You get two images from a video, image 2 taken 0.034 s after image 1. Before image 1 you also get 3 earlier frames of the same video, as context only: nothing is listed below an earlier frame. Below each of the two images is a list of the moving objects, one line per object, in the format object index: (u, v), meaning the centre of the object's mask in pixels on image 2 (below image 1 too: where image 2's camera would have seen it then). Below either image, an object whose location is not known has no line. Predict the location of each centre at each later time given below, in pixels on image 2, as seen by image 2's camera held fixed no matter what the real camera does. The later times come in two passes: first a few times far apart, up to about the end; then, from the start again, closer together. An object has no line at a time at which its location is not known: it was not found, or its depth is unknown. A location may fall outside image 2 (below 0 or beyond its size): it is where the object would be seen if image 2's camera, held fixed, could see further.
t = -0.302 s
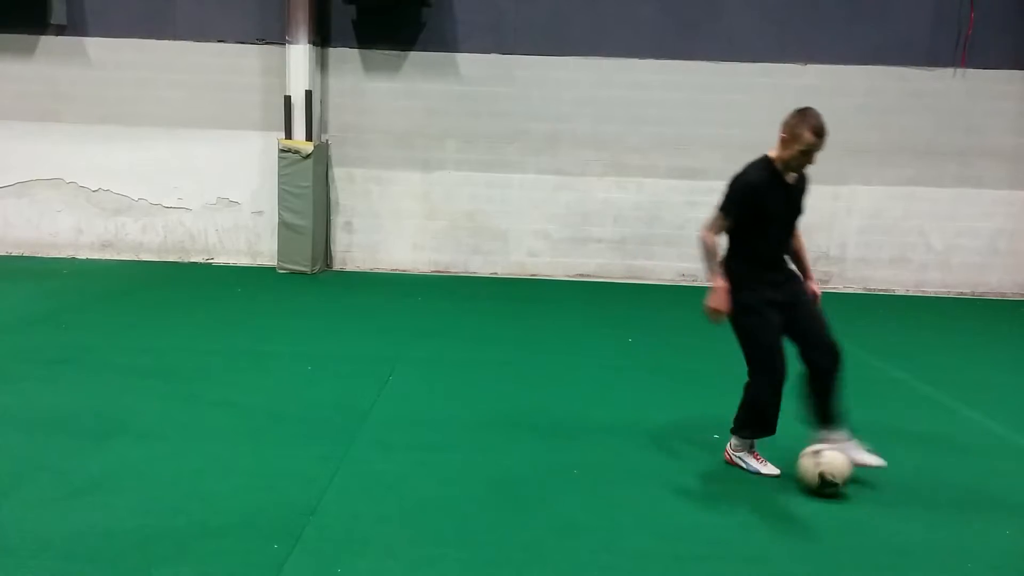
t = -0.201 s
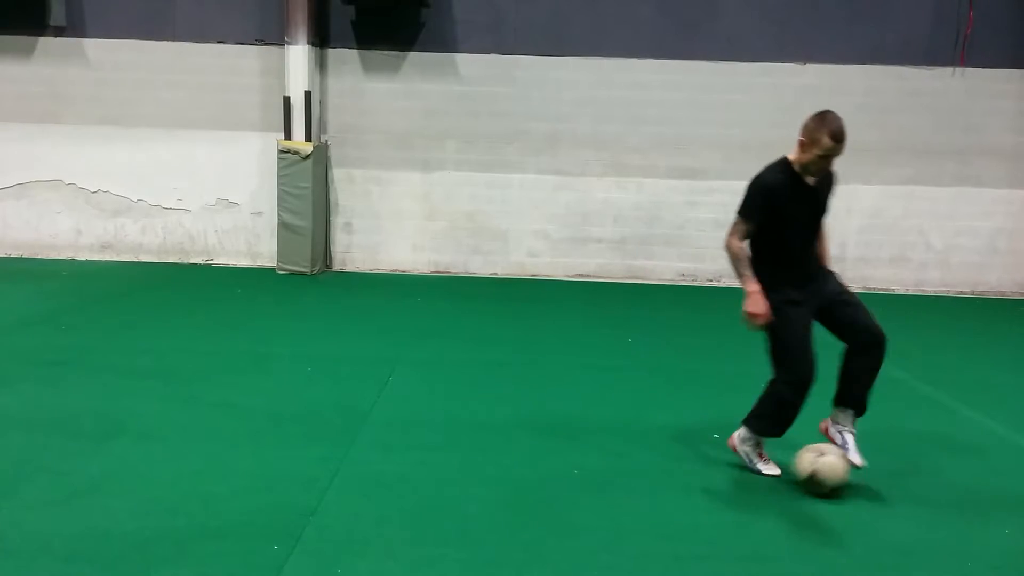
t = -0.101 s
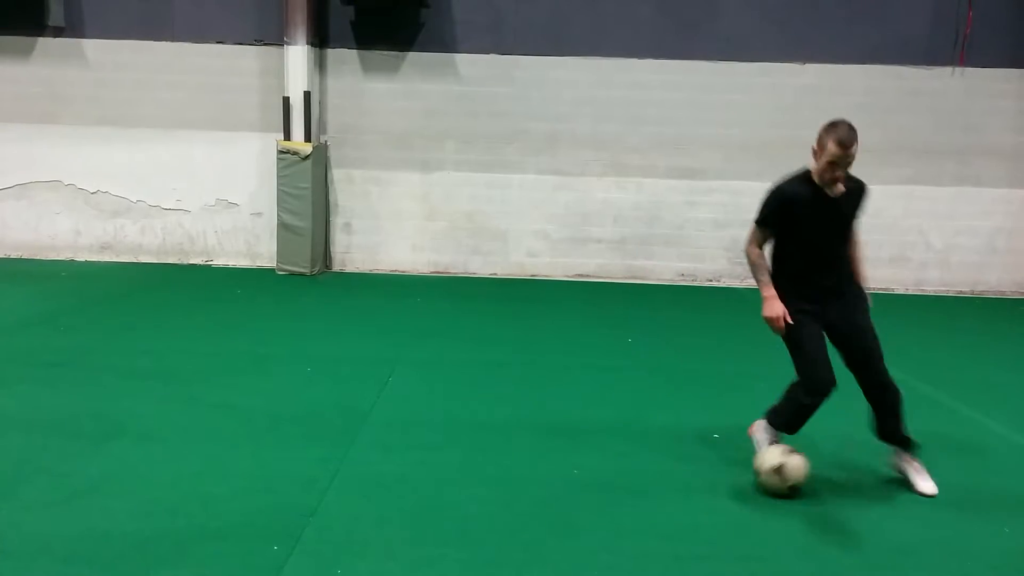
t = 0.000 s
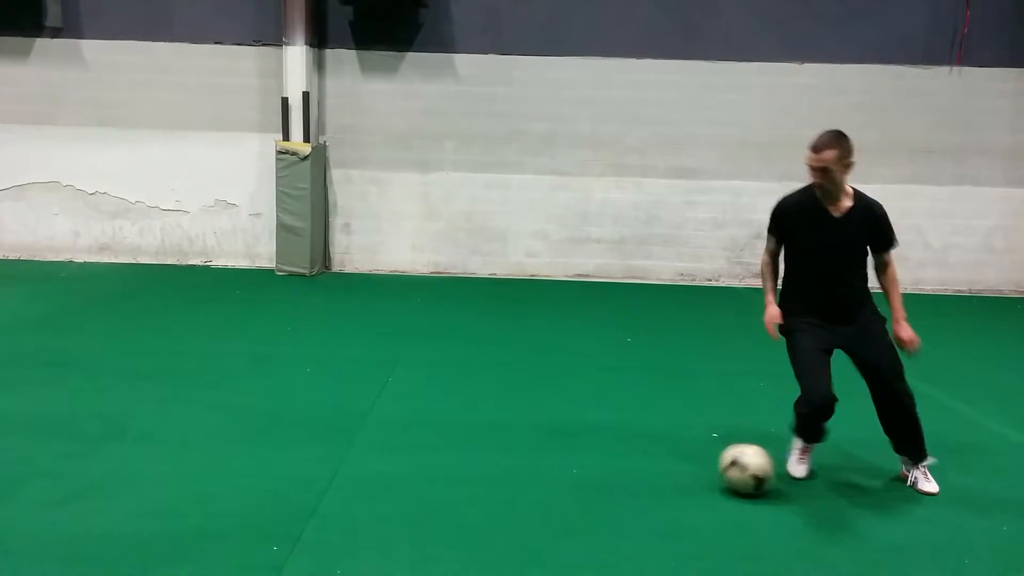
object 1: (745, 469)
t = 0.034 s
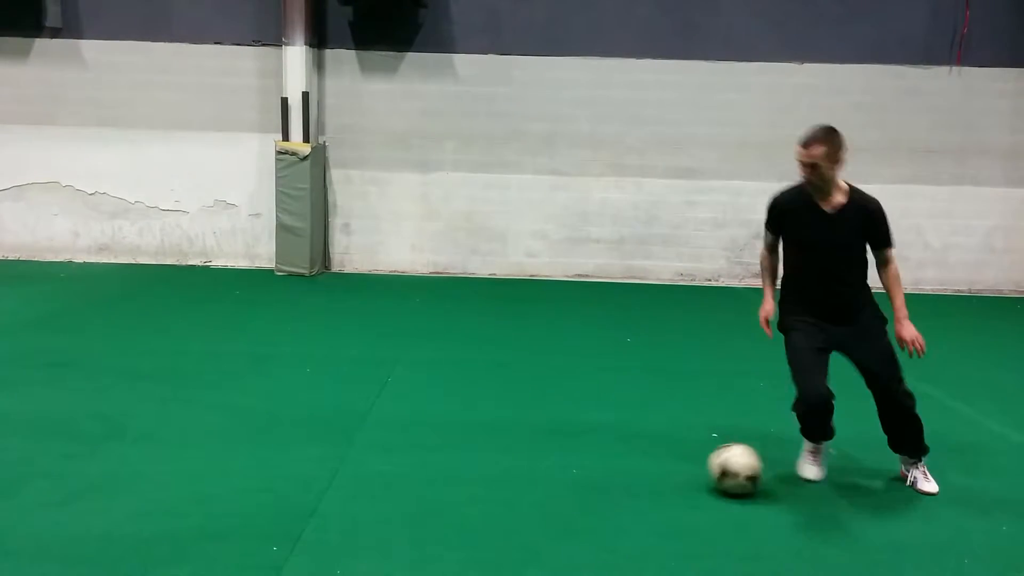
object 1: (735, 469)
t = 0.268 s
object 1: (661, 471)
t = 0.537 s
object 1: (574, 472)
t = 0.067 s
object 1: (725, 470)
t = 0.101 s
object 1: (712, 470)
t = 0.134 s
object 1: (701, 470)
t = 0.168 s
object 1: (691, 470)
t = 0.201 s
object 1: (681, 471)
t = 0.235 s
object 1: (671, 471)
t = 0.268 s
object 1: (661, 471)
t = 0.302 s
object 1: (650, 472)
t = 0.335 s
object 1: (640, 472)
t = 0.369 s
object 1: (629, 472)
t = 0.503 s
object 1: (585, 473)
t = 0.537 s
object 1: (574, 472)
